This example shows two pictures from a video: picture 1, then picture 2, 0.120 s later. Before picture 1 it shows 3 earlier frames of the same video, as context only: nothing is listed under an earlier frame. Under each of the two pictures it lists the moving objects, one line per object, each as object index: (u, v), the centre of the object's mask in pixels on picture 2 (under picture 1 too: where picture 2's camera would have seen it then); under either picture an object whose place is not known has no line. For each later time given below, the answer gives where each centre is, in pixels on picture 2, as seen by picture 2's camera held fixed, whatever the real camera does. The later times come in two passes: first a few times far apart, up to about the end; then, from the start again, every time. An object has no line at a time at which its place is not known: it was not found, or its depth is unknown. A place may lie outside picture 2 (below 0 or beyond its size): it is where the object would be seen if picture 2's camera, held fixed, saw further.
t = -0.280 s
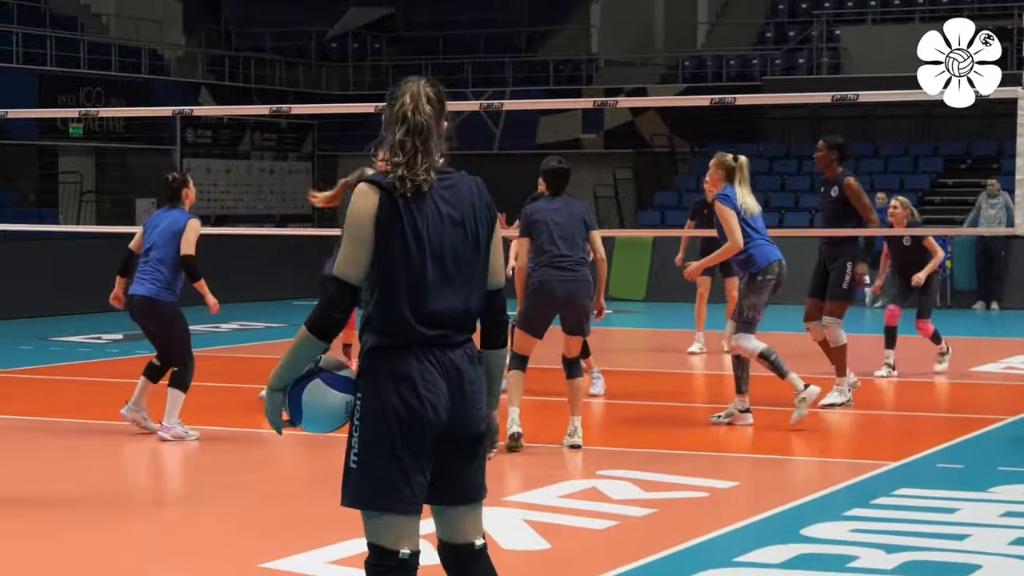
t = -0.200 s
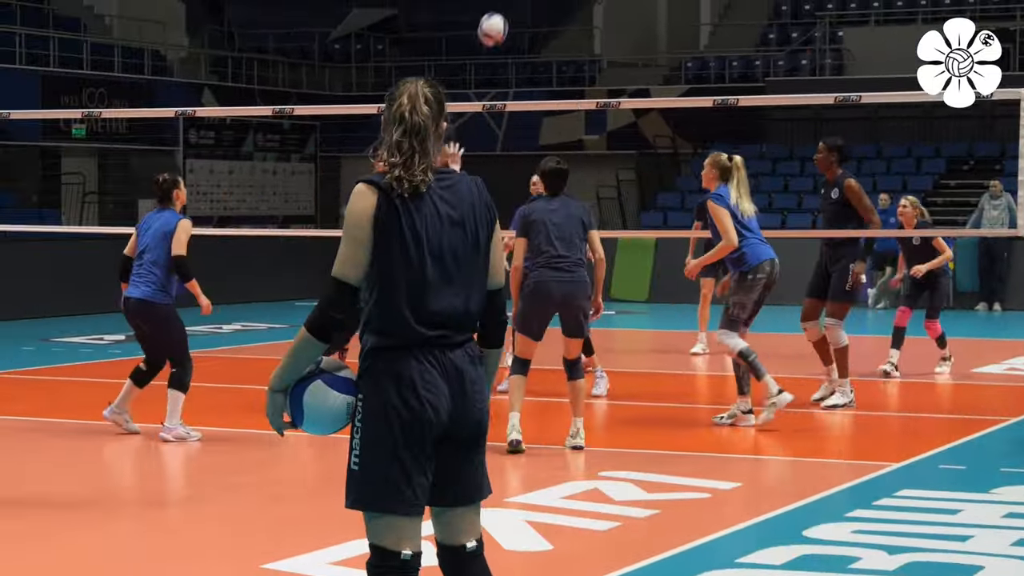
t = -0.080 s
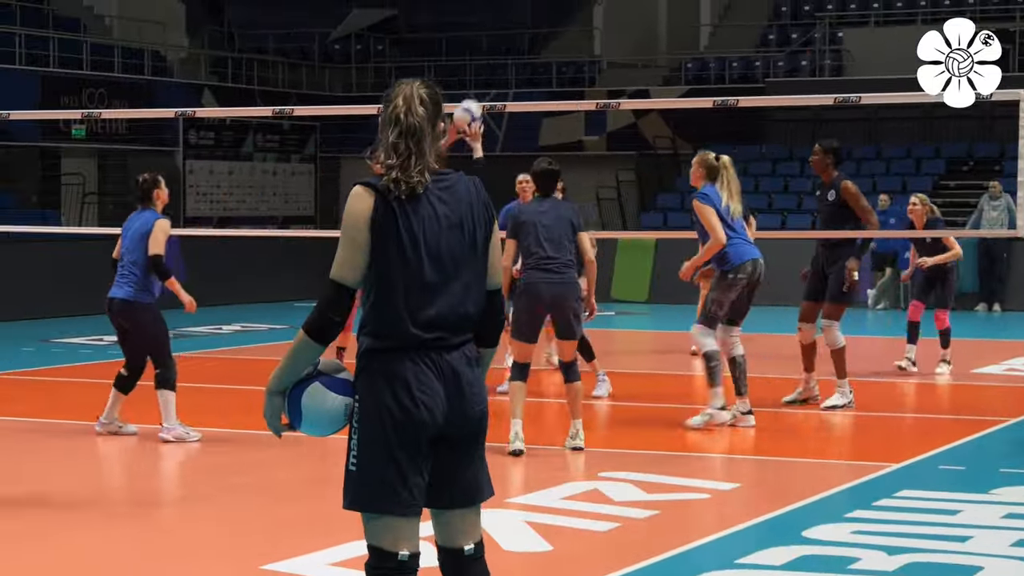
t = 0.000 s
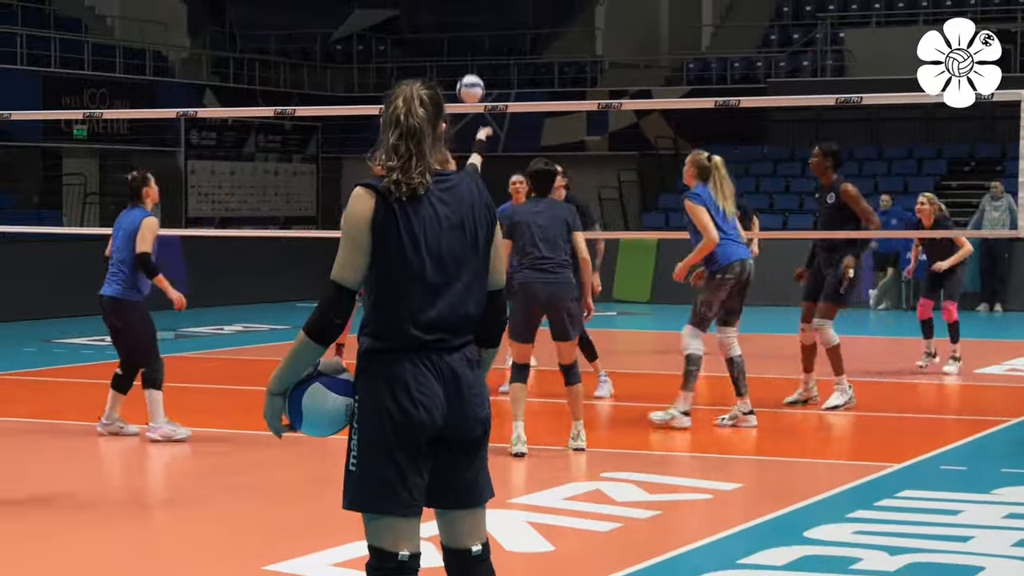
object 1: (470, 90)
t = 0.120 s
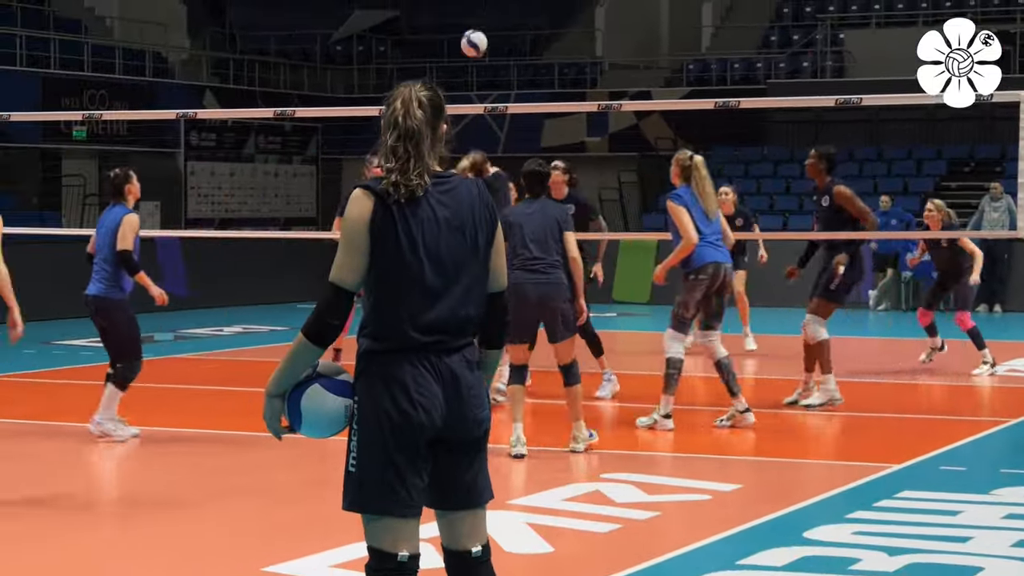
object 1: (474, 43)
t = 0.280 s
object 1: (477, 16)
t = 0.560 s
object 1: (481, 39)
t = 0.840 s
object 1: (484, 123)
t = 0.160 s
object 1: (475, 33)
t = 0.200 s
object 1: (475, 26)
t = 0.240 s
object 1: (476, 20)
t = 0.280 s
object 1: (477, 16)
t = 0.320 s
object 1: (477, 15)
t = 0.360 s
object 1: (478, 15)
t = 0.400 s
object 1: (478, 17)
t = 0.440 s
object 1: (478, 20)
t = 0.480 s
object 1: (479, 25)
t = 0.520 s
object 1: (479, 31)
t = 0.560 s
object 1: (481, 39)
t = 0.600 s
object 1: (481, 47)
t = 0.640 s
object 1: (482, 57)
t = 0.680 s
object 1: (482, 68)
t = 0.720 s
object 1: (483, 80)
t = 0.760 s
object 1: (483, 93)
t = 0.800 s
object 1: (483, 106)
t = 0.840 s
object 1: (484, 123)
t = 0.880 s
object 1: (483, 138)
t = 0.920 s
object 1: (482, 154)
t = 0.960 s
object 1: (484, 170)
